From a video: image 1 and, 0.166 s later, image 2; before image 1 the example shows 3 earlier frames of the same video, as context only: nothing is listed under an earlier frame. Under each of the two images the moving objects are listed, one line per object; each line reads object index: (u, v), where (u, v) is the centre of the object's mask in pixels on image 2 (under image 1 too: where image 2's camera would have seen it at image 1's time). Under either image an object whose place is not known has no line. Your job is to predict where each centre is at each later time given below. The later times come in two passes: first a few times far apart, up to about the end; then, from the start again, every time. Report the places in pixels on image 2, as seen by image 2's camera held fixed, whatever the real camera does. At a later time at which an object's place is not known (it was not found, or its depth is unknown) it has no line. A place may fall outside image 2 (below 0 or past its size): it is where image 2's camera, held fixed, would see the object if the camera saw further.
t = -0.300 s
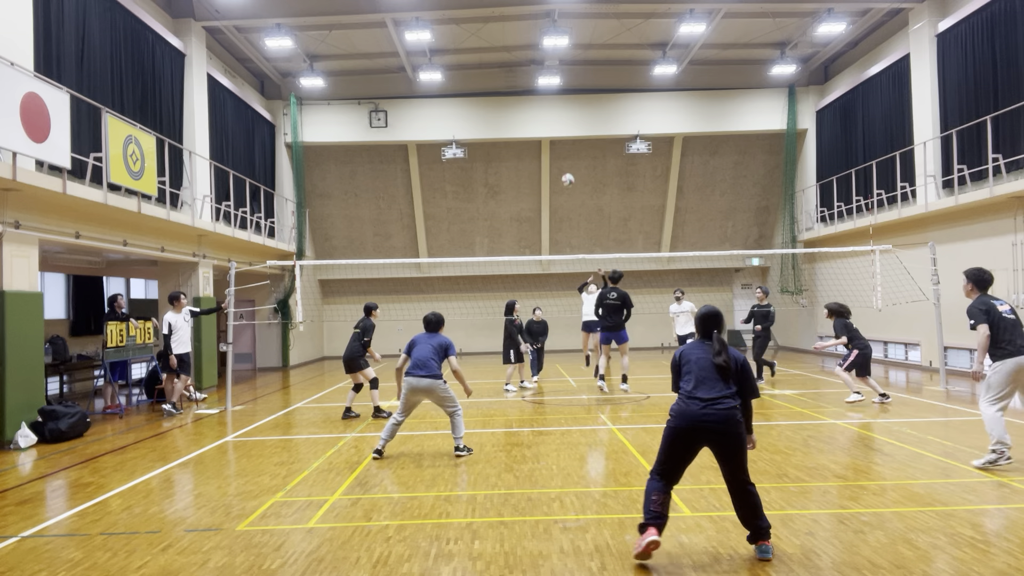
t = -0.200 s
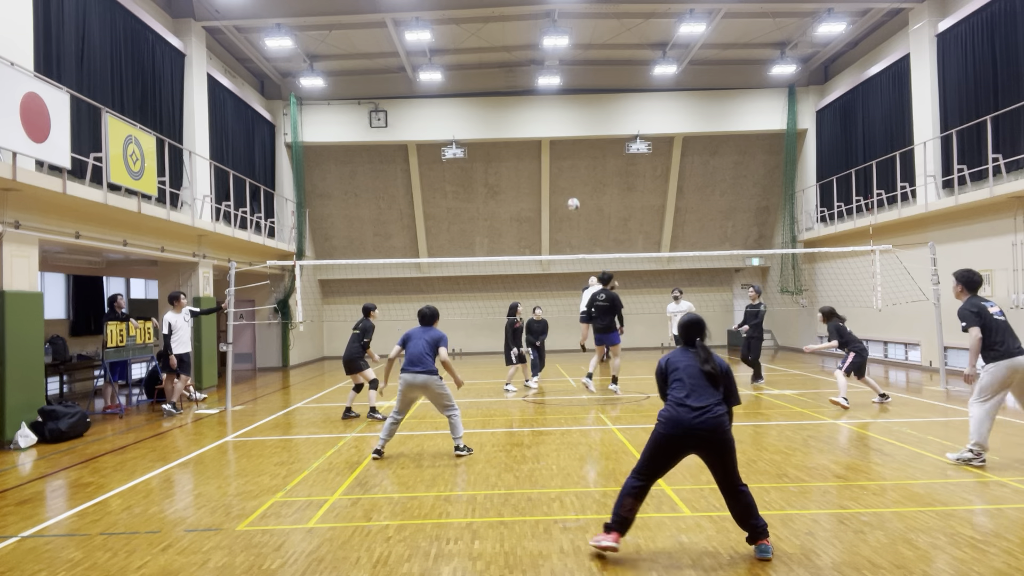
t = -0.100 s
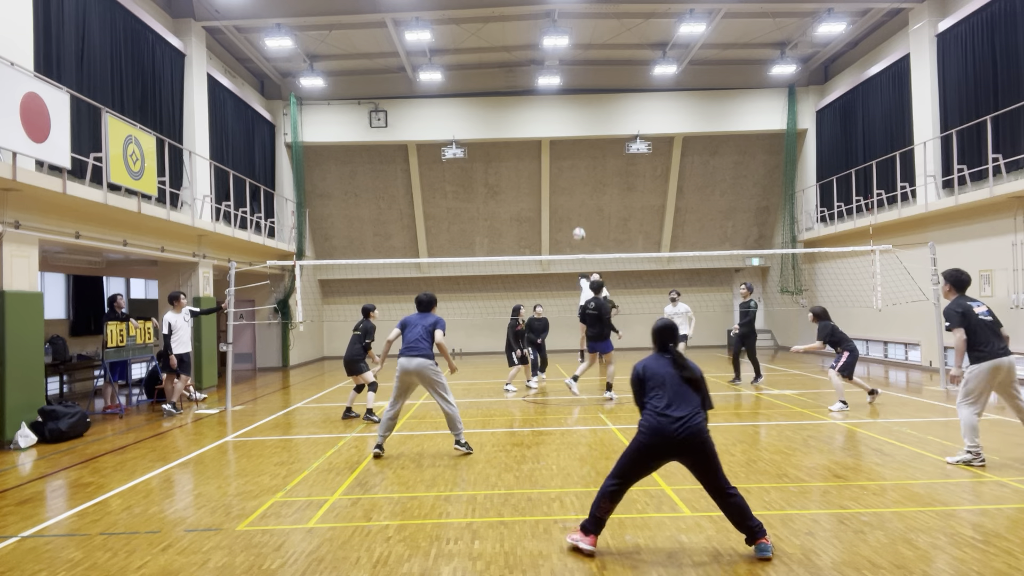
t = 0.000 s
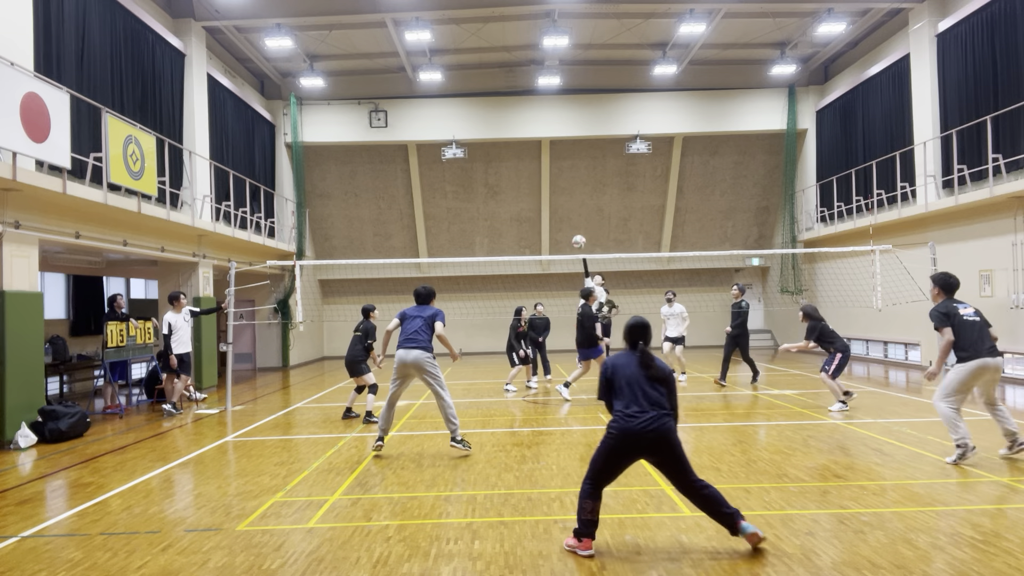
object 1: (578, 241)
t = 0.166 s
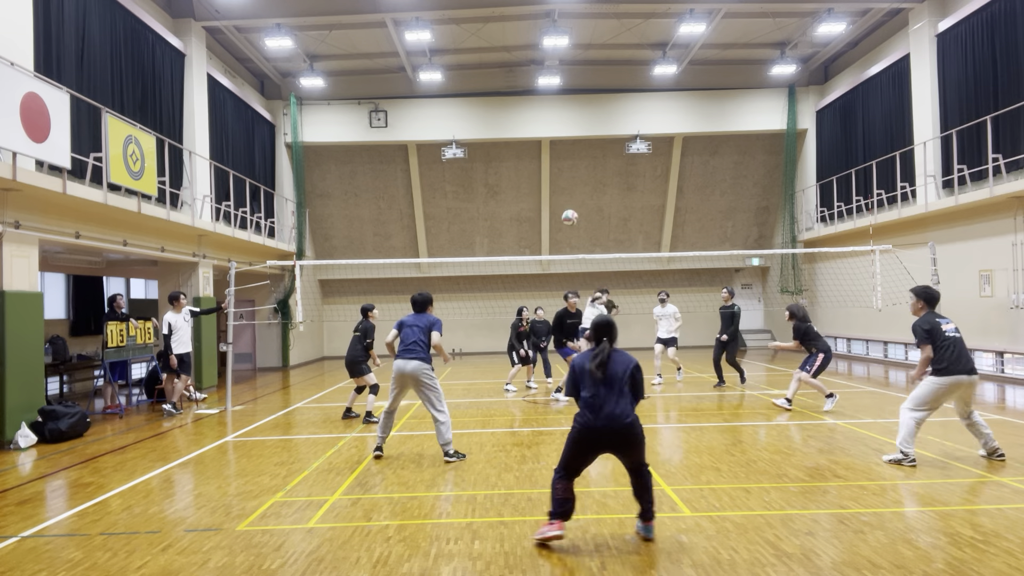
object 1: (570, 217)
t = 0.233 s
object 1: (566, 212)
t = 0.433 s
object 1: (552, 225)
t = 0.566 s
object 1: (539, 273)
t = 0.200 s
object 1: (567, 214)
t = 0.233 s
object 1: (566, 212)
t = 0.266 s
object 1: (564, 212)
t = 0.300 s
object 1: (562, 212)
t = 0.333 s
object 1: (559, 213)
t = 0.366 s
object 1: (557, 216)
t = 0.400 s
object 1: (554, 220)
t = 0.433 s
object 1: (552, 225)
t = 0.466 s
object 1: (549, 233)
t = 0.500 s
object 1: (546, 243)
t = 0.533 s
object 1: (543, 257)
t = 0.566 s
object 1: (539, 273)
